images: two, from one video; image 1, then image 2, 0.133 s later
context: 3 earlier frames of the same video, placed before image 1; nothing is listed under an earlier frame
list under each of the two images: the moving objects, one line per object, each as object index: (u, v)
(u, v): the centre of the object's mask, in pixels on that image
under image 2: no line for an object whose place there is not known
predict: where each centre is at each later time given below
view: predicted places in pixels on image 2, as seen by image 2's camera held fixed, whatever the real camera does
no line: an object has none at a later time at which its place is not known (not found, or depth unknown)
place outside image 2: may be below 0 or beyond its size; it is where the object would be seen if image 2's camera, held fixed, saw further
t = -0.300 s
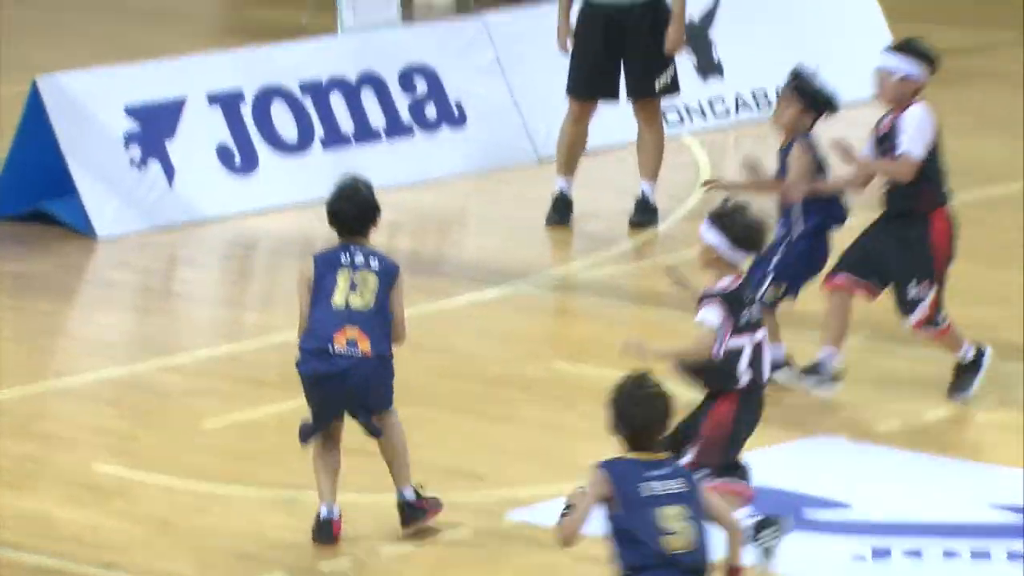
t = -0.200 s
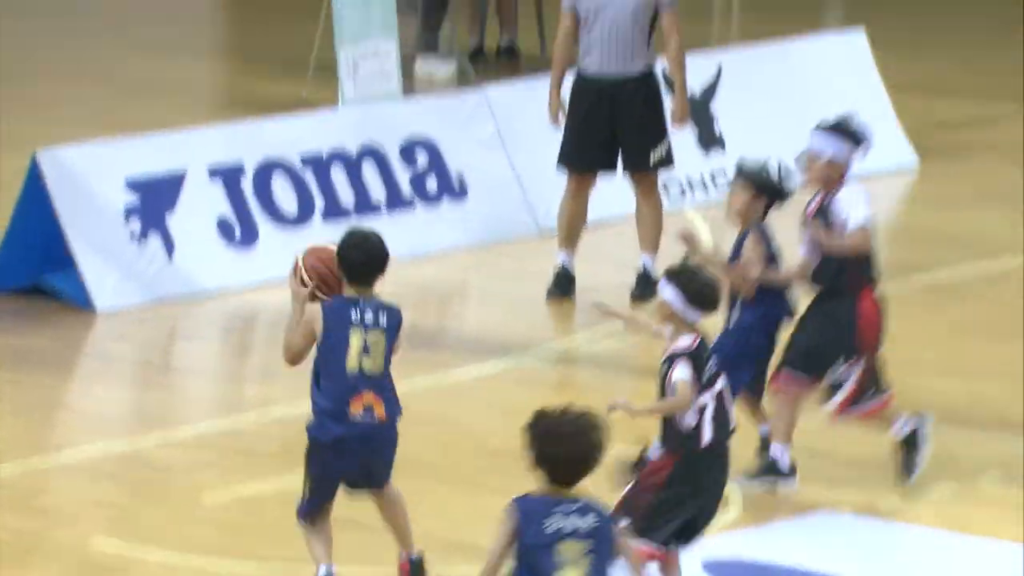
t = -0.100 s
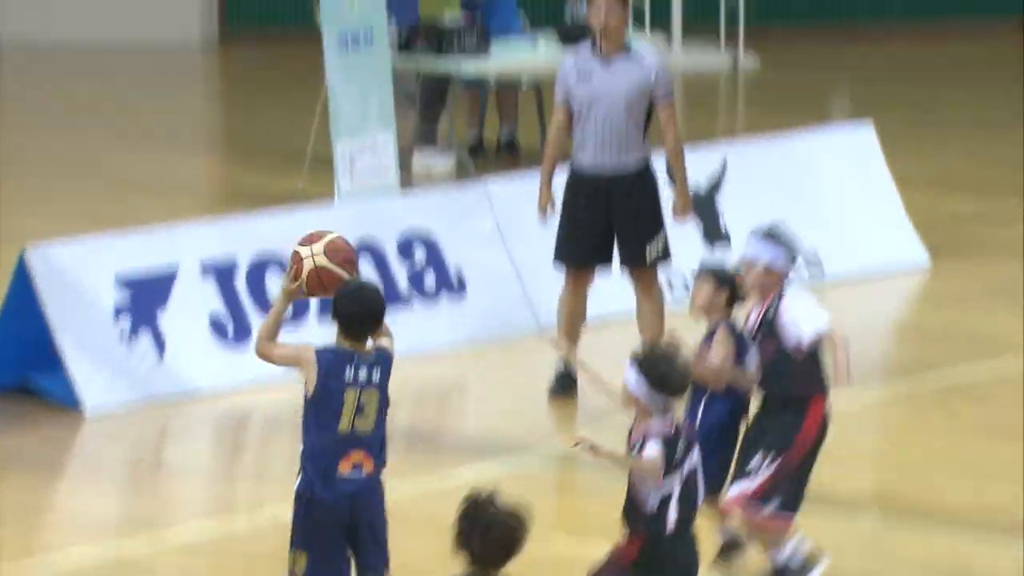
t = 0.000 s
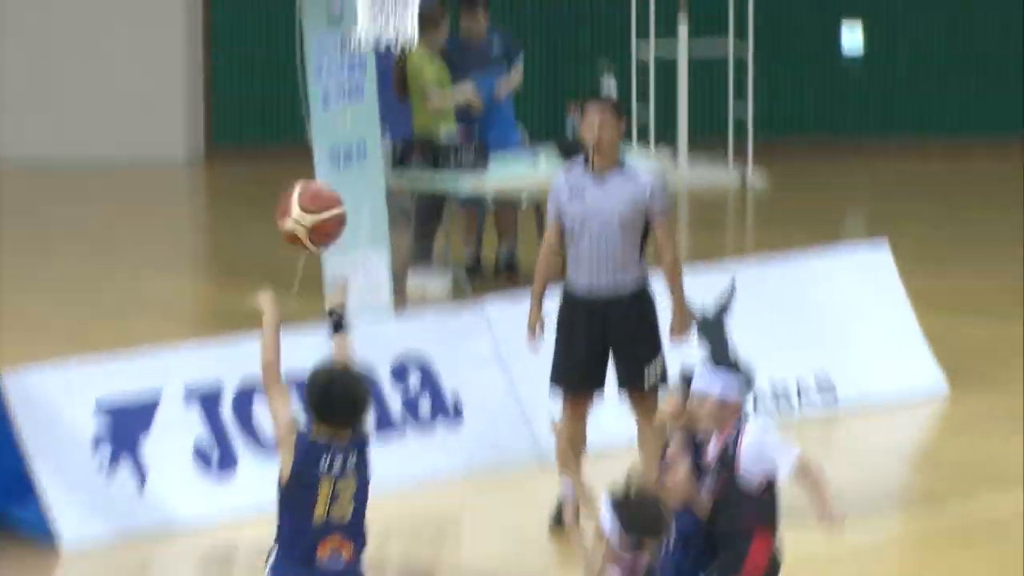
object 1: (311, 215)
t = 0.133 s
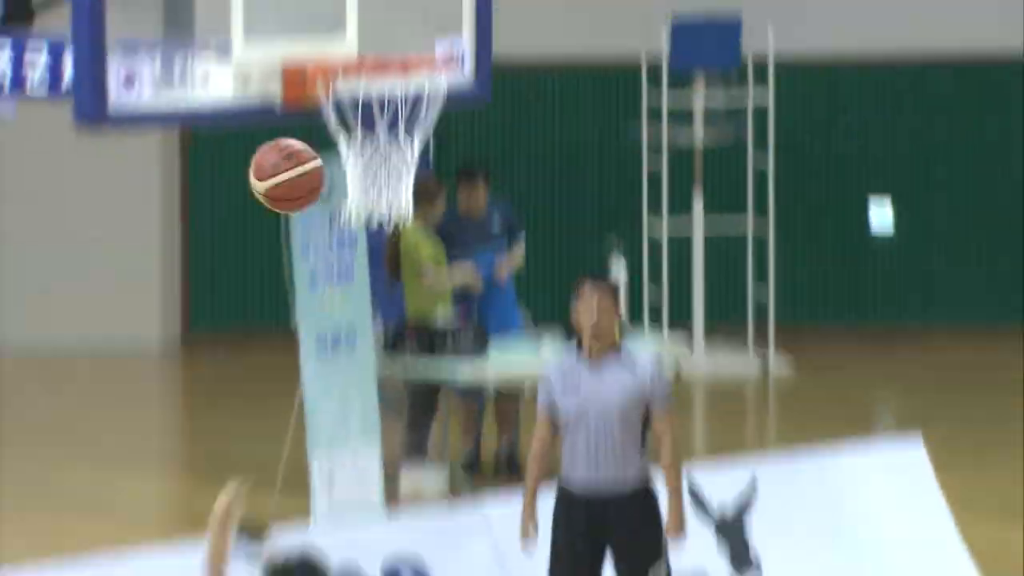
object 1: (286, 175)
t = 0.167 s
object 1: (285, 128)
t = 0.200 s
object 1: (283, 85)
